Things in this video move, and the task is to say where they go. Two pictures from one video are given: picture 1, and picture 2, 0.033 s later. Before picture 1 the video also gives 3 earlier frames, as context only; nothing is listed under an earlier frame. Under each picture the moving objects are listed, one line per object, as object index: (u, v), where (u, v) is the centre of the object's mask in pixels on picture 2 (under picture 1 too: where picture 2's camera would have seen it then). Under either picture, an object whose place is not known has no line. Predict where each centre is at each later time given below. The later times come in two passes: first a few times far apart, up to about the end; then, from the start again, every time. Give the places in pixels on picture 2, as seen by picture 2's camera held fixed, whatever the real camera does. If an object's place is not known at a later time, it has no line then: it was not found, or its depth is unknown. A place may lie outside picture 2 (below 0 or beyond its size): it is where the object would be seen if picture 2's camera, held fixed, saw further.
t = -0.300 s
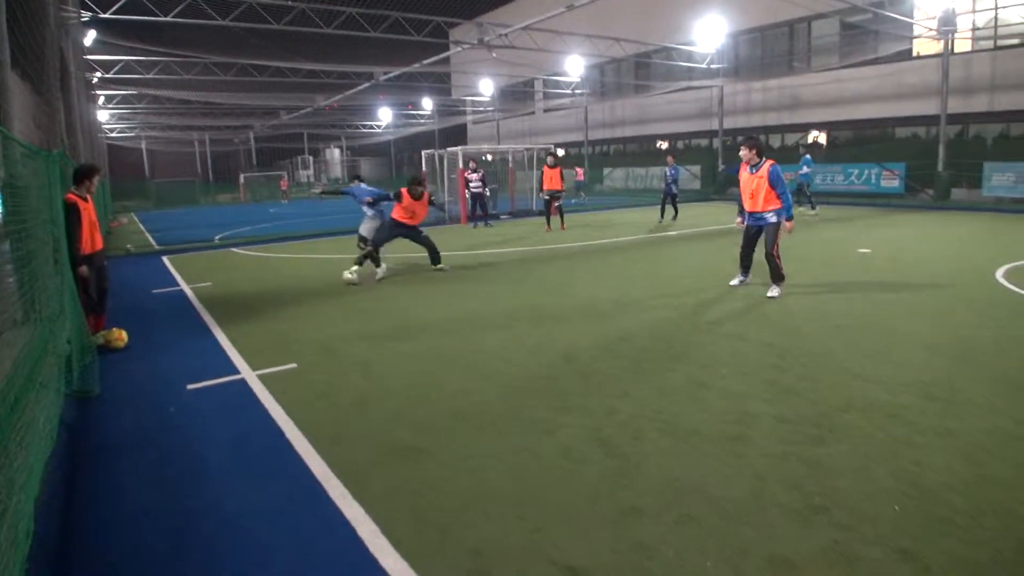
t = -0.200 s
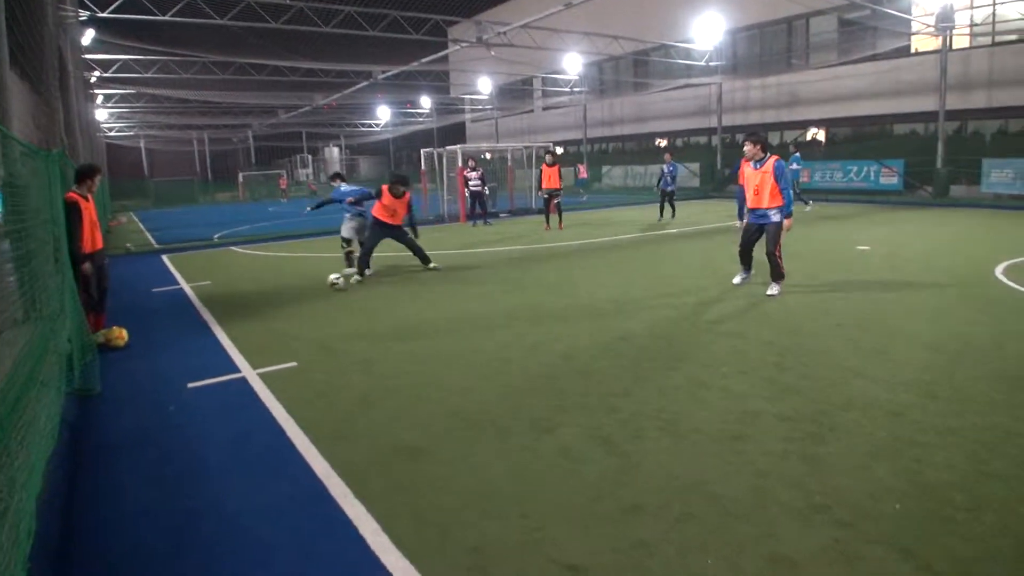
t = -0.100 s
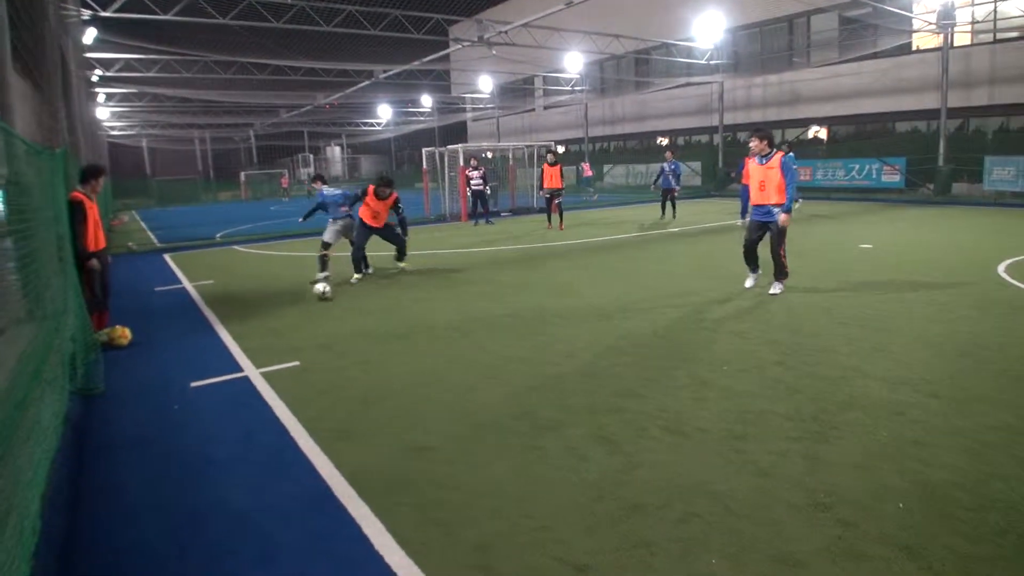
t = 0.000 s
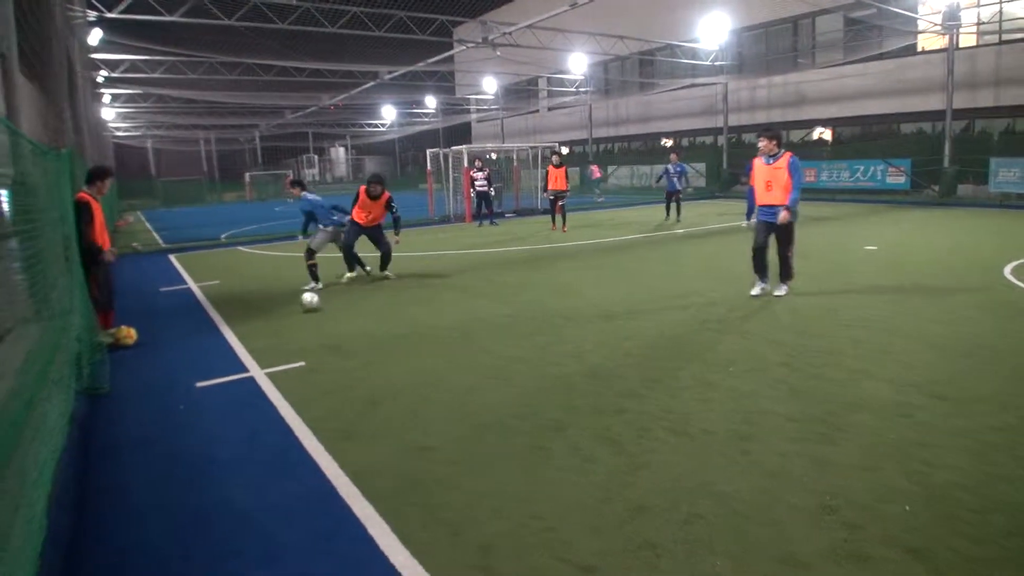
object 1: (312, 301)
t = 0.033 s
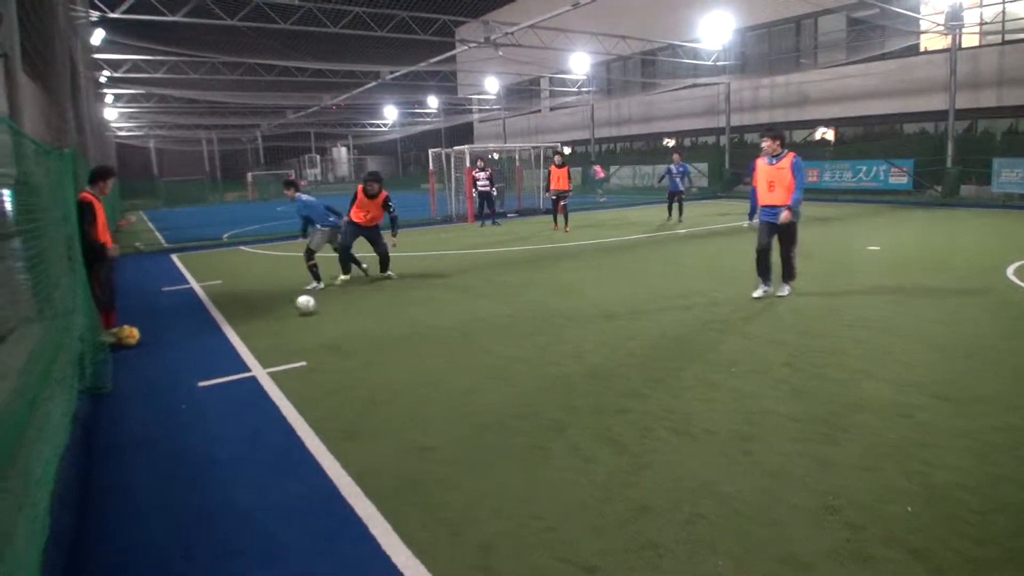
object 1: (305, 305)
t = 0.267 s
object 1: (257, 331)
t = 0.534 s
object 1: (188, 364)
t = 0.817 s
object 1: (88, 415)
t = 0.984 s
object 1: (95, 430)
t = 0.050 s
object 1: (302, 307)
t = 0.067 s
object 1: (299, 309)
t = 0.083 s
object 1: (295, 311)
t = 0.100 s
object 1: (292, 313)
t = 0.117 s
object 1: (289, 315)
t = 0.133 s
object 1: (285, 316)
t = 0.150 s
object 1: (282, 318)
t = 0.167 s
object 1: (279, 320)
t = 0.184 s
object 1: (276, 321)
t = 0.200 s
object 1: (273, 323)
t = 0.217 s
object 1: (269, 325)
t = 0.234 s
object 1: (265, 327)
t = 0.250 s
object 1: (262, 330)
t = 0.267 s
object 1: (257, 331)
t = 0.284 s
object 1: (254, 333)
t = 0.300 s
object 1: (249, 335)
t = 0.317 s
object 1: (244, 337)
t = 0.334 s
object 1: (241, 338)
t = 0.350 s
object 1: (236, 341)
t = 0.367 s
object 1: (232, 343)
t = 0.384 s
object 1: (228, 345)
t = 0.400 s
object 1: (225, 347)
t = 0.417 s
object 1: (220, 349)
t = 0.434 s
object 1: (217, 351)
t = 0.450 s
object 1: (212, 354)
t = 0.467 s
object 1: (207, 355)
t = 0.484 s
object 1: (203, 357)
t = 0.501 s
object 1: (198, 360)
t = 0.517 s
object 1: (192, 362)
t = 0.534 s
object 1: (188, 364)
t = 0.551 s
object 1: (183, 367)
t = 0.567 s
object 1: (177, 370)
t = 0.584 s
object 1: (172, 372)
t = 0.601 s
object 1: (167, 375)
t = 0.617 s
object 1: (162, 378)
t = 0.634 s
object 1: (156, 381)
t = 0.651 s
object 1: (150, 384)
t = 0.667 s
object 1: (143, 387)
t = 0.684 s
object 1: (137, 390)
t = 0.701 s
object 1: (131, 393)
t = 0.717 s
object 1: (125, 395)
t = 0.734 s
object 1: (119, 399)
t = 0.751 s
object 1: (112, 402)
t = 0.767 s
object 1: (104, 405)
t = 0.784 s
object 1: (99, 408)
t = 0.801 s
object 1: (93, 412)
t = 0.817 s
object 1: (88, 415)
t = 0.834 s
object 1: (84, 418)
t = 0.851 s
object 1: (84, 418)
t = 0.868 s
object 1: (84, 417)
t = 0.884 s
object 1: (85, 418)
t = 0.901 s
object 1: (86, 420)
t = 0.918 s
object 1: (87, 421)
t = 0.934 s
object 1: (88, 422)
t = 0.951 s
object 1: (89, 425)
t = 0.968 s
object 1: (92, 427)
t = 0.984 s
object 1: (95, 430)
